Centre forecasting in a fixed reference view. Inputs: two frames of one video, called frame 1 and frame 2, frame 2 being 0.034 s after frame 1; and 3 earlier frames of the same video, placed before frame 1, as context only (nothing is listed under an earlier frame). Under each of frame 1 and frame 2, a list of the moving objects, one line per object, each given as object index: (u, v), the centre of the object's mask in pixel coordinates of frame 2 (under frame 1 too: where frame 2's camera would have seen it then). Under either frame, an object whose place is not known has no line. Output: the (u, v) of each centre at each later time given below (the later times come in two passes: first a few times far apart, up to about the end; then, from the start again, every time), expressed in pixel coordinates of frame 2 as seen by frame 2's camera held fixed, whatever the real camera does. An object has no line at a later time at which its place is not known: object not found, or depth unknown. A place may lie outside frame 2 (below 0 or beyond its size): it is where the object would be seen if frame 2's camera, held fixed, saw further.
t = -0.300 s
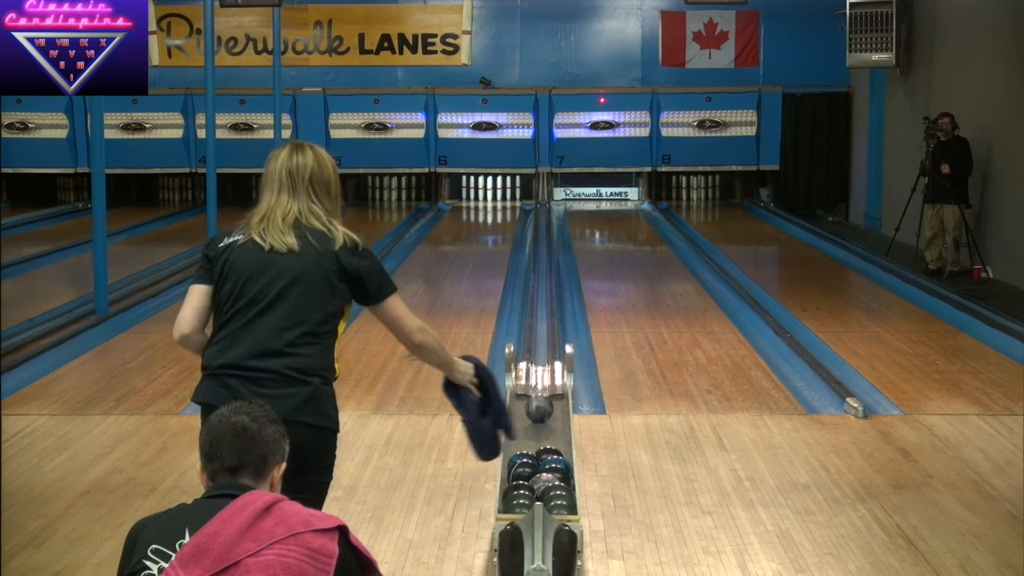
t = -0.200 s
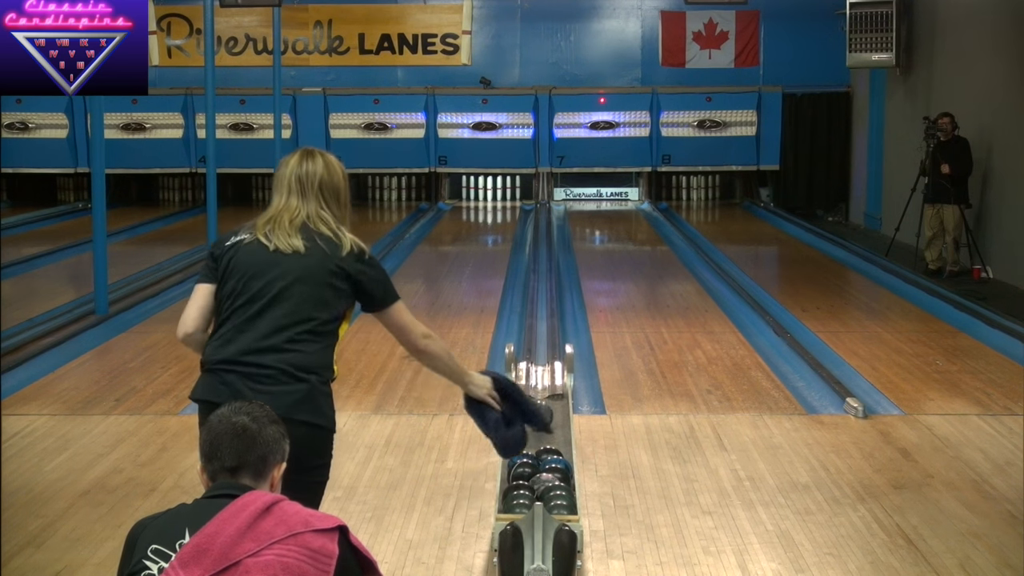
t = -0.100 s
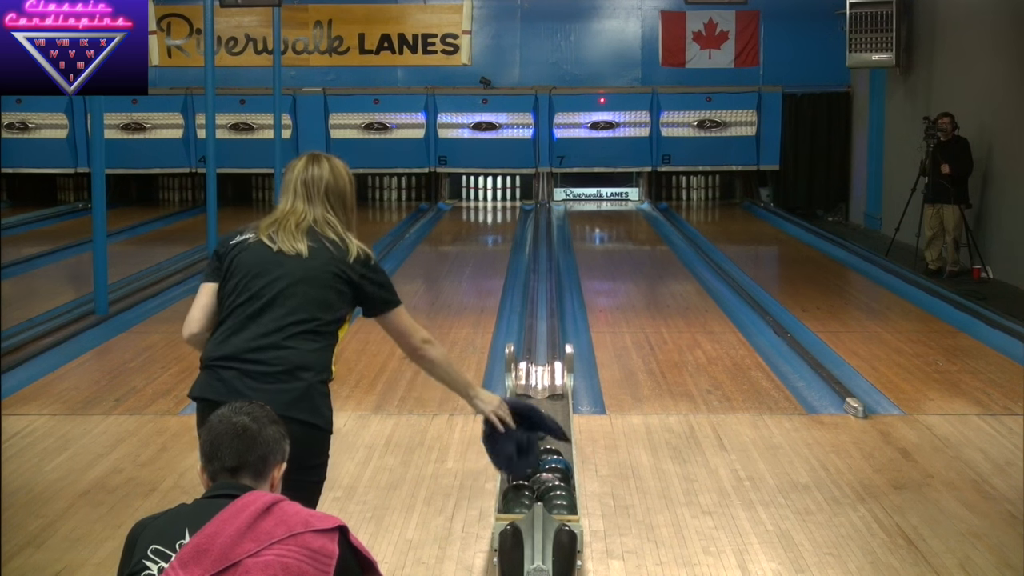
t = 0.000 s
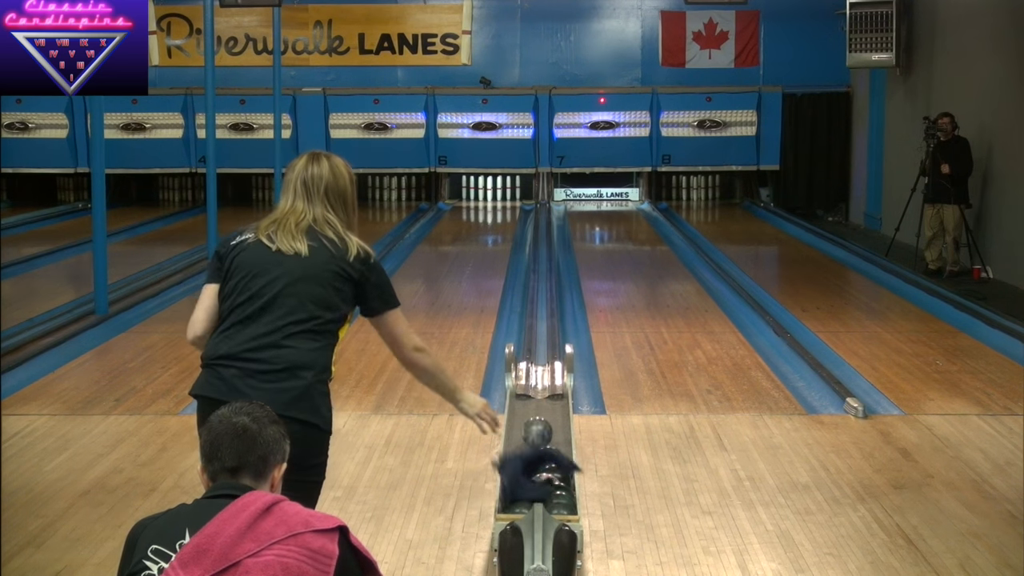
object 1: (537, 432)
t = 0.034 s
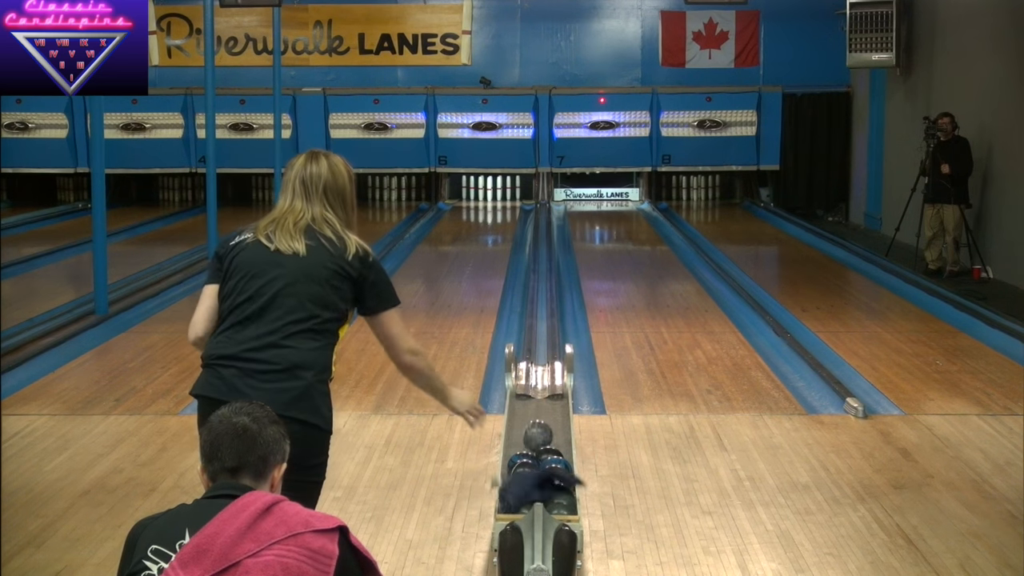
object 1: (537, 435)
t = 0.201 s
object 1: (536, 443)
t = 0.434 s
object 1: (523, 449)
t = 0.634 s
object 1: (517, 455)
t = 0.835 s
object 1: (519, 458)
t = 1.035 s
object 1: (519, 462)
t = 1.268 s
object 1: (521, 461)
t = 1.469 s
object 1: (521, 461)
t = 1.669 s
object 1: (521, 461)
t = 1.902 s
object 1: (521, 461)
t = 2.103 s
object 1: (520, 461)
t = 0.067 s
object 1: (536, 437)
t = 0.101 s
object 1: (536, 438)
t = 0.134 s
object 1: (536, 440)
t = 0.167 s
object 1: (536, 442)
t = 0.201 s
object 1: (536, 443)
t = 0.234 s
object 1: (536, 445)
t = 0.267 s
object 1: (536, 449)
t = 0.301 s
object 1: (533, 451)
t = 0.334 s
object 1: (530, 451)
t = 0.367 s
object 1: (526, 449)
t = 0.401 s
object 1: (524, 449)
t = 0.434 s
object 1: (523, 449)
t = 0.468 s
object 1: (514, 453)
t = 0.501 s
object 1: (513, 454)
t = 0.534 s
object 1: (516, 452)
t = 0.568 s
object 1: (515, 453)
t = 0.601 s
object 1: (516, 454)
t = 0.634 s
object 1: (517, 455)
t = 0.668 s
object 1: (519, 456)
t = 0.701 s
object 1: (519, 457)
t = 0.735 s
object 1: (519, 458)
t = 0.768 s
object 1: (518, 458)
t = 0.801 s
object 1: (519, 458)
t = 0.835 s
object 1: (519, 458)
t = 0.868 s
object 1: (518, 462)
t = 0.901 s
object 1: (518, 462)
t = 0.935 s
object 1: (518, 462)
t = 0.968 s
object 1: (518, 462)
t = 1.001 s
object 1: (518, 462)
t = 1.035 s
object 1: (519, 462)
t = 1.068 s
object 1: (519, 462)
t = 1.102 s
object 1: (519, 462)
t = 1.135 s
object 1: (520, 462)
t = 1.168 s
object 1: (520, 462)
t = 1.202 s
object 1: (520, 461)
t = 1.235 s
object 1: (521, 461)
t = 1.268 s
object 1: (521, 461)
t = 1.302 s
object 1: (521, 461)
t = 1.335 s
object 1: (521, 461)
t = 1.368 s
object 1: (521, 461)
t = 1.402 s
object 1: (521, 461)
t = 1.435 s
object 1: (521, 461)
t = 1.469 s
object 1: (521, 461)
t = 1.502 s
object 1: (521, 461)
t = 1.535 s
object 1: (521, 461)
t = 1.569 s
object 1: (521, 461)
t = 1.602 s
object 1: (520, 461)
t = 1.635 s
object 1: (521, 461)
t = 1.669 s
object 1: (521, 461)
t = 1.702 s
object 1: (520, 461)
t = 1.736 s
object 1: (521, 461)
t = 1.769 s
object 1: (520, 461)
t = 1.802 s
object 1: (520, 461)
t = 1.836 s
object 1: (520, 461)
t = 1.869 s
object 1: (520, 461)
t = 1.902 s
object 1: (521, 461)
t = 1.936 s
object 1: (521, 461)
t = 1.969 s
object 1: (521, 461)
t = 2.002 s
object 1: (520, 461)
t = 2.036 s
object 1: (520, 461)
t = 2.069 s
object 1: (520, 461)
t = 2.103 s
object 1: (520, 461)
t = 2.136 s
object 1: (521, 461)
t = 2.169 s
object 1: (520, 461)
